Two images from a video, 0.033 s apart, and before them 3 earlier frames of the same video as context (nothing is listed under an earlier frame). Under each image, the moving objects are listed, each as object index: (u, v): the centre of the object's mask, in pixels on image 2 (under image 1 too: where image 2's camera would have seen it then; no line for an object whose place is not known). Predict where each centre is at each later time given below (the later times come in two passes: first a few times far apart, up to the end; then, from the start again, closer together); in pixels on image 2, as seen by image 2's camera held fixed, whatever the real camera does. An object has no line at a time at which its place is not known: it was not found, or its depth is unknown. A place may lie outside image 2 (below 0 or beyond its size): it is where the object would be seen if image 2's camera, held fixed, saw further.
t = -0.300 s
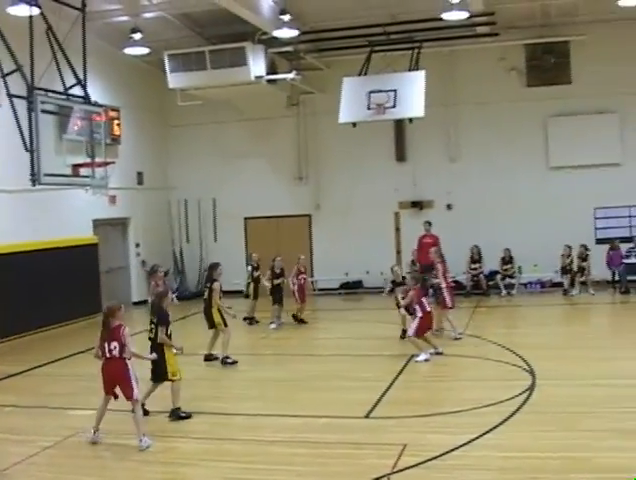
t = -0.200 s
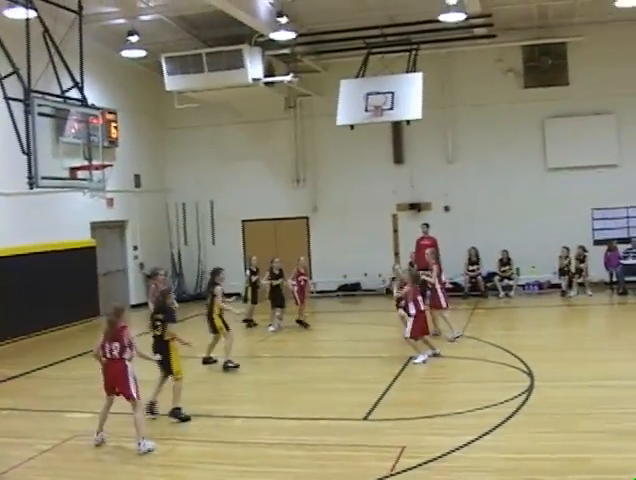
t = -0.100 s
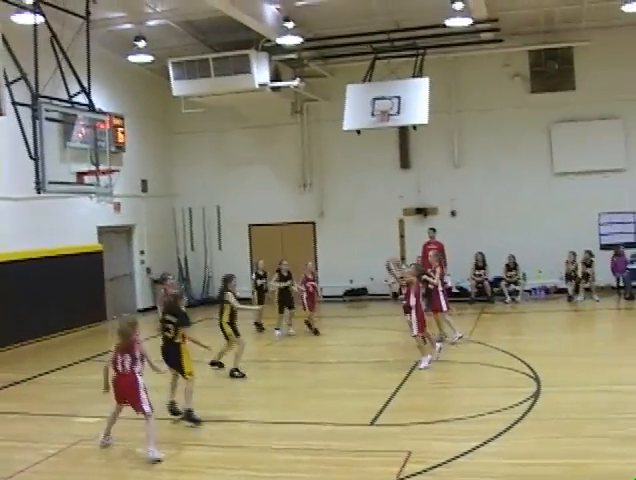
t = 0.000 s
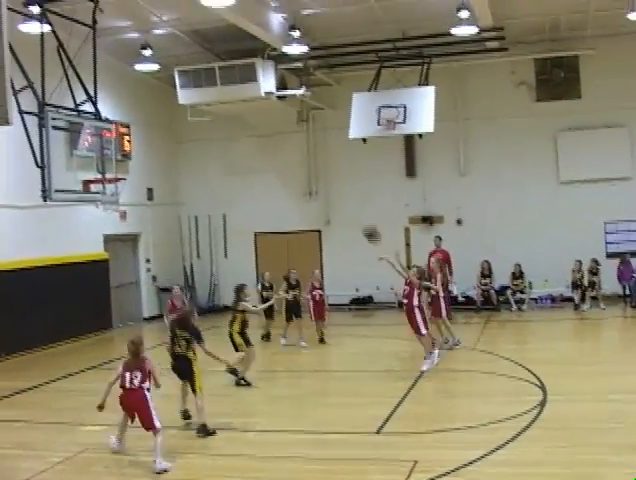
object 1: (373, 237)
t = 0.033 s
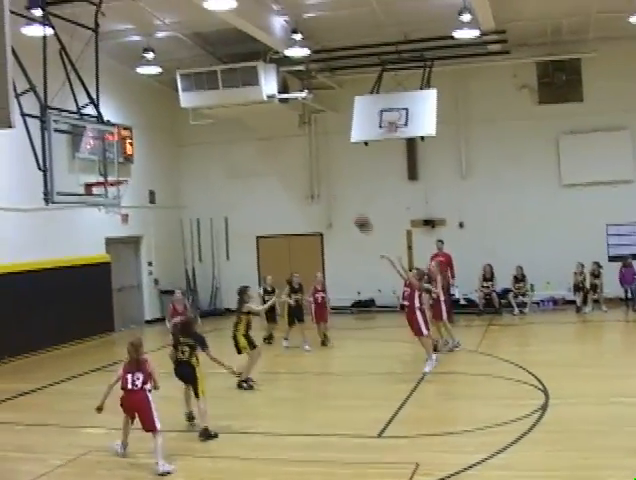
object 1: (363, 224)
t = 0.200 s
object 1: (314, 171)
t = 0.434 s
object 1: (248, 128)
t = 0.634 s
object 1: (192, 120)
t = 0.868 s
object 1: (132, 144)
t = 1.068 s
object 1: (99, 168)
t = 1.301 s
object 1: (110, 163)
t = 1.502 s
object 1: (116, 168)
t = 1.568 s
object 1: (114, 168)
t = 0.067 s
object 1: (353, 212)
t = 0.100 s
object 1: (343, 201)
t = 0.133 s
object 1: (333, 190)
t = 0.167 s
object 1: (323, 180)
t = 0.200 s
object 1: (314, 171)
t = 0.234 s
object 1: (304, 163)
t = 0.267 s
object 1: (295, 155)
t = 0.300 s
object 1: (285, 148)
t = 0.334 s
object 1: (276, 142)
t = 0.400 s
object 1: (257, 132)
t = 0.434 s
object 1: (248, 128)
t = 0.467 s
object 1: (239, 124)
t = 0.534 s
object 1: (220, 121)
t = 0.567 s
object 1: (211, 120)
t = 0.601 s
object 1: (202, 120)
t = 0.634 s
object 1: (192, 120)
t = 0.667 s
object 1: (184, 122)
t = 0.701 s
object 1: (175, 124)
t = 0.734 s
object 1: (167, 126)
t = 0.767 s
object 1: (158, 130)
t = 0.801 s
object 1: (149, 135)
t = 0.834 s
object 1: (139, 139)
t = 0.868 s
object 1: (132, 144)
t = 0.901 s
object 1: (121, 152)
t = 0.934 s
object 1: (113, 159)
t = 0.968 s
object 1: (105, 167)
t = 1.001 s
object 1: (99, 173)
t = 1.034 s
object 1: (99, 171)
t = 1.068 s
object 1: (99, 168)
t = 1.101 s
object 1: (101, 166)
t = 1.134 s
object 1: (103, 165)
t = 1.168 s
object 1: (104, 165)
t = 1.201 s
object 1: (105, 161)
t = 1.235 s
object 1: (107, 162)
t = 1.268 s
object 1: (109, 162)
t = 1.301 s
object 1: (110, 163)
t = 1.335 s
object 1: (113, 165)
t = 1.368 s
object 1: (114, 168)
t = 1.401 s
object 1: (116, 170)
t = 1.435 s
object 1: (117, 170)
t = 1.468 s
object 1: (116, 169)
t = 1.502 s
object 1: (116, 168)
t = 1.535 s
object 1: (115, 168)
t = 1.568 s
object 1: (114, 168)
